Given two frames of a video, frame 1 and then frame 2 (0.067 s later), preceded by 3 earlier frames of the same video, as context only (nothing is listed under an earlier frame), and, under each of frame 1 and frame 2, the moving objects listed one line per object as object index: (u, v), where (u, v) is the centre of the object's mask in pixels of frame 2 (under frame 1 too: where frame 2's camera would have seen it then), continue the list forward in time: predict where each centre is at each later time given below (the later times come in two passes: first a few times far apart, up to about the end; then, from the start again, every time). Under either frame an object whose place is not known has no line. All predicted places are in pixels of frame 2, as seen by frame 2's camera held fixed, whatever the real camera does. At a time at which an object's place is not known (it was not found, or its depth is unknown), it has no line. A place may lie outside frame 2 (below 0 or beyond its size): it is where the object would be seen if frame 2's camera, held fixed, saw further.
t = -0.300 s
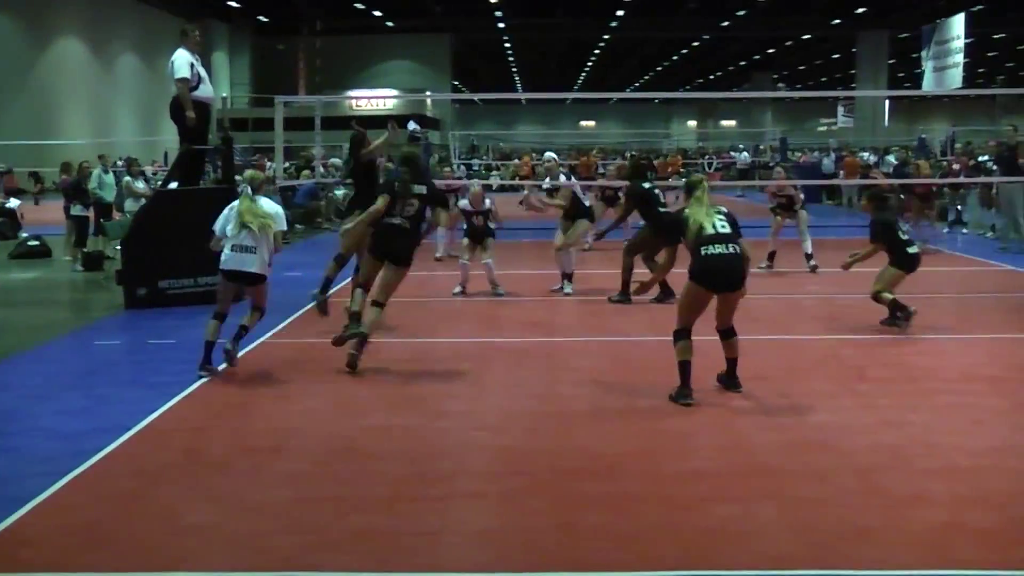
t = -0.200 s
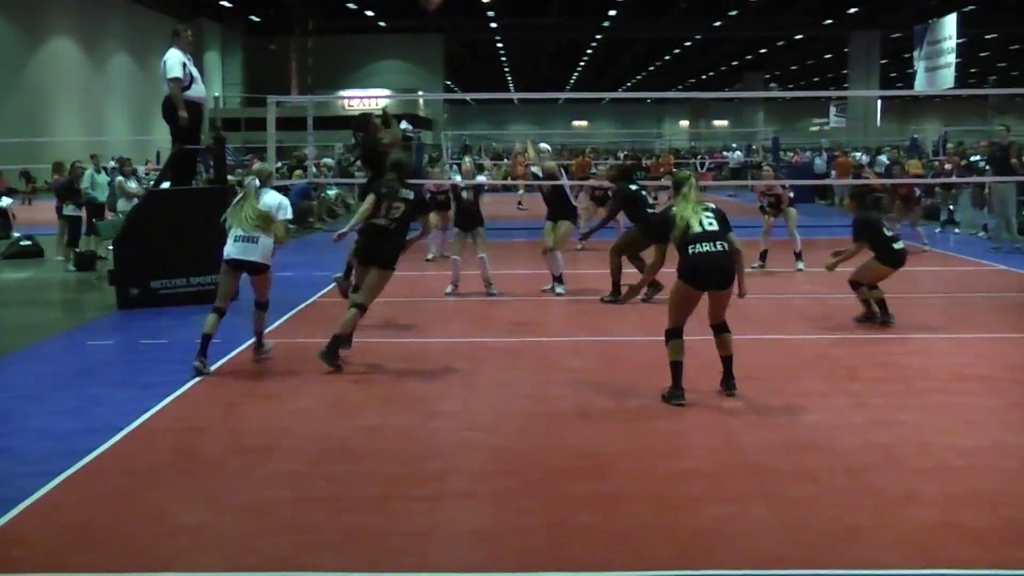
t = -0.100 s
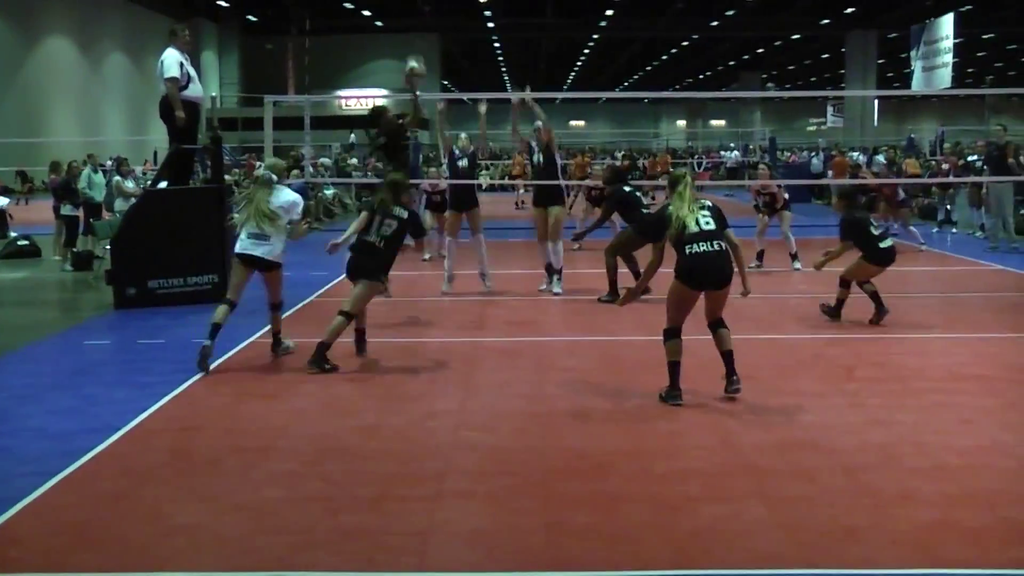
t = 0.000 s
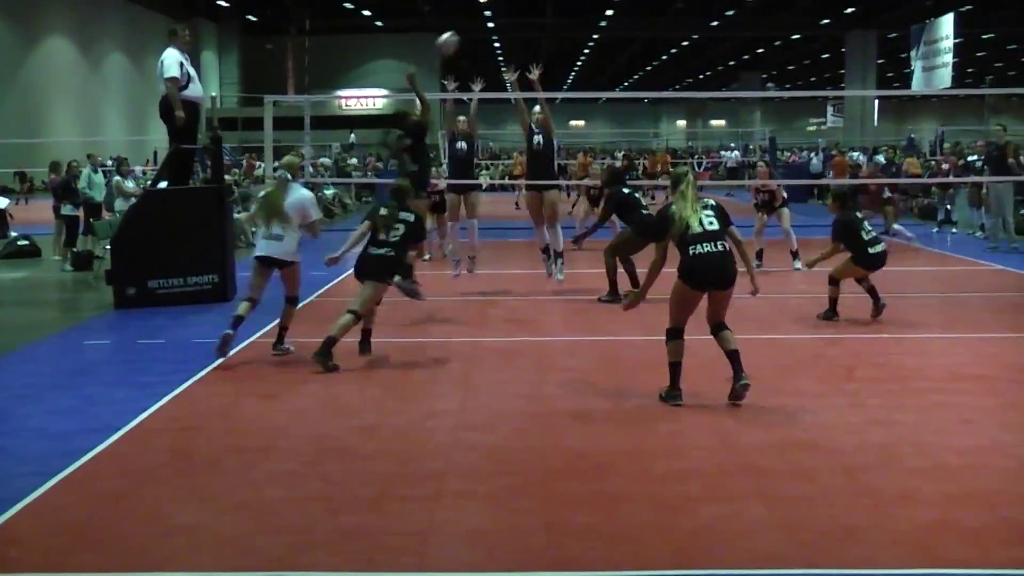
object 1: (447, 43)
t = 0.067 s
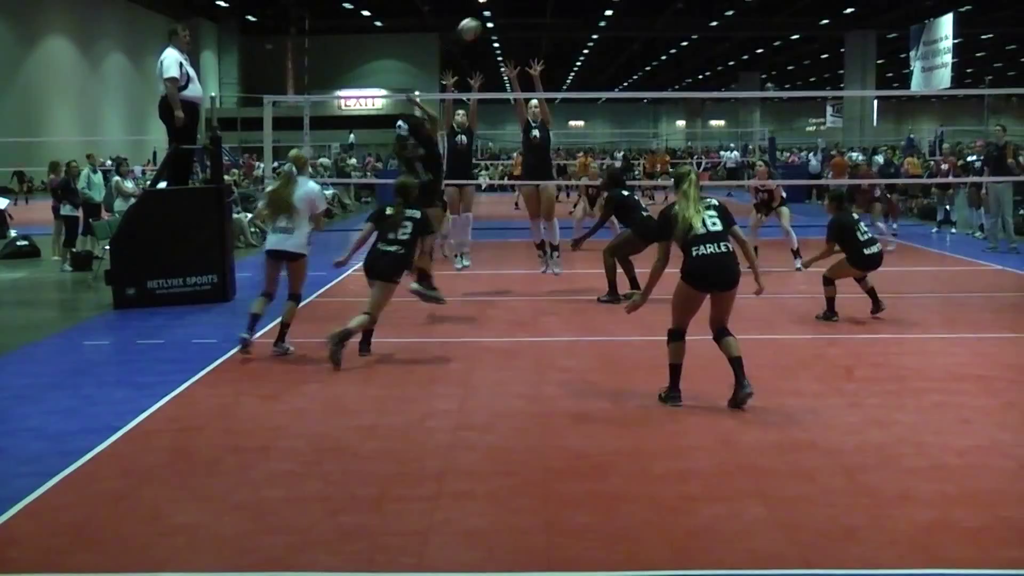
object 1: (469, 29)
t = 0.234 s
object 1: (519, 14)
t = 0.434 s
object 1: (571, 32)
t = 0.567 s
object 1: (601, 62)
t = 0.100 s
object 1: (479, 24)
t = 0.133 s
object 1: (490, 20)
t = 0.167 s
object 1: (501, 16)
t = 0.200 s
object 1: (510, 14)
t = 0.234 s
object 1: (519, 14)
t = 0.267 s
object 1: (529, 15)
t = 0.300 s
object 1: (538, 16)
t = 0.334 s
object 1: (546, 19)
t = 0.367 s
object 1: (555, 22)
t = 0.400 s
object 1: (563, 27)
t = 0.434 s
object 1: (571, 32)
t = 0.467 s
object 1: (579, 38)
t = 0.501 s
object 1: (587, 45)
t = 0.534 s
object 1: (594, 53)
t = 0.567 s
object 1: (601, 62)
